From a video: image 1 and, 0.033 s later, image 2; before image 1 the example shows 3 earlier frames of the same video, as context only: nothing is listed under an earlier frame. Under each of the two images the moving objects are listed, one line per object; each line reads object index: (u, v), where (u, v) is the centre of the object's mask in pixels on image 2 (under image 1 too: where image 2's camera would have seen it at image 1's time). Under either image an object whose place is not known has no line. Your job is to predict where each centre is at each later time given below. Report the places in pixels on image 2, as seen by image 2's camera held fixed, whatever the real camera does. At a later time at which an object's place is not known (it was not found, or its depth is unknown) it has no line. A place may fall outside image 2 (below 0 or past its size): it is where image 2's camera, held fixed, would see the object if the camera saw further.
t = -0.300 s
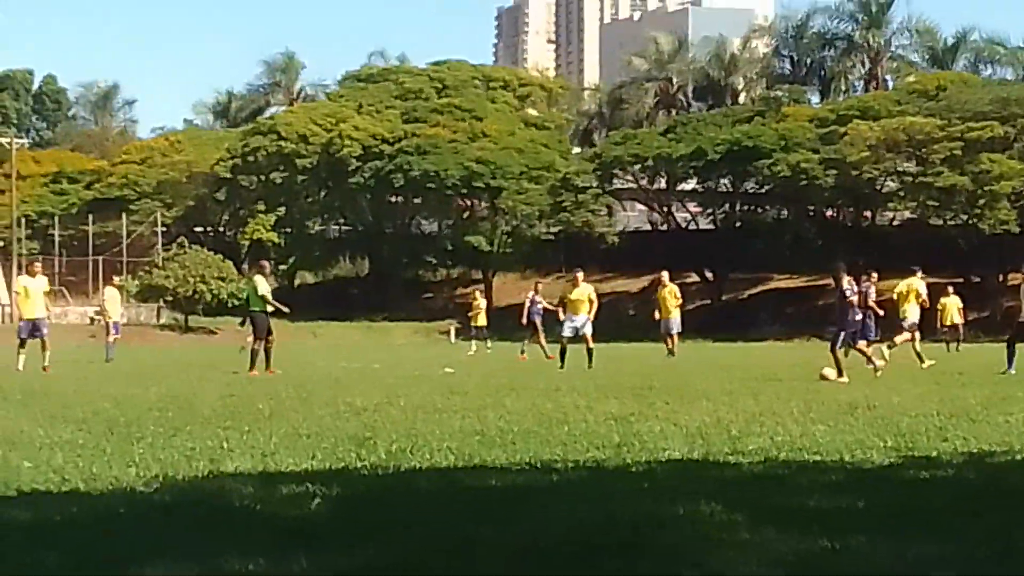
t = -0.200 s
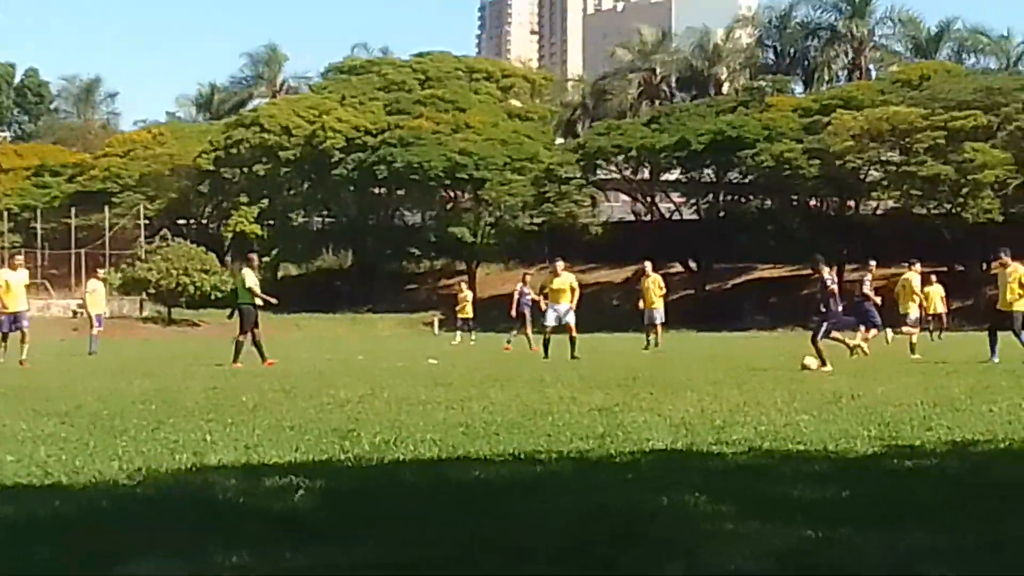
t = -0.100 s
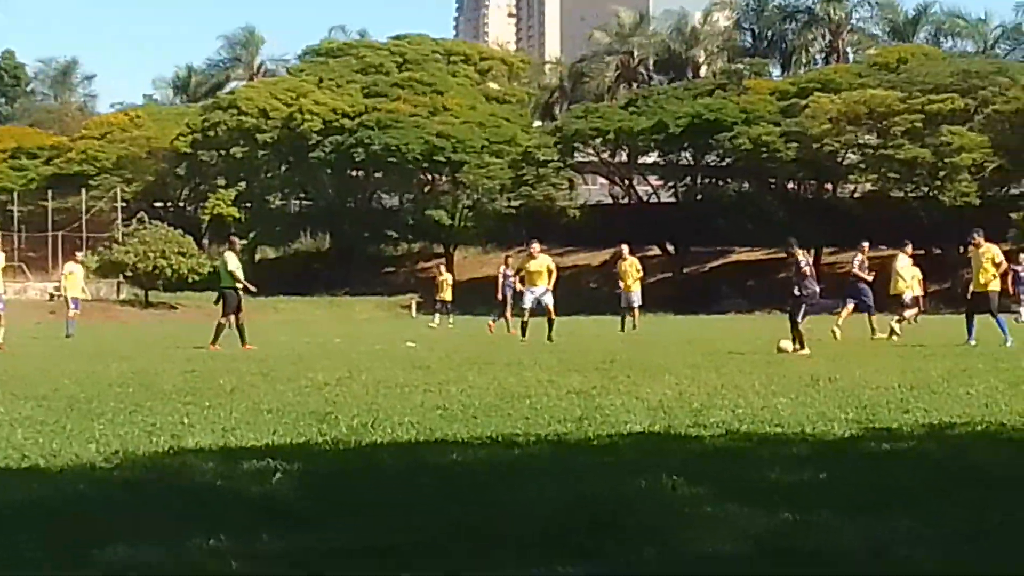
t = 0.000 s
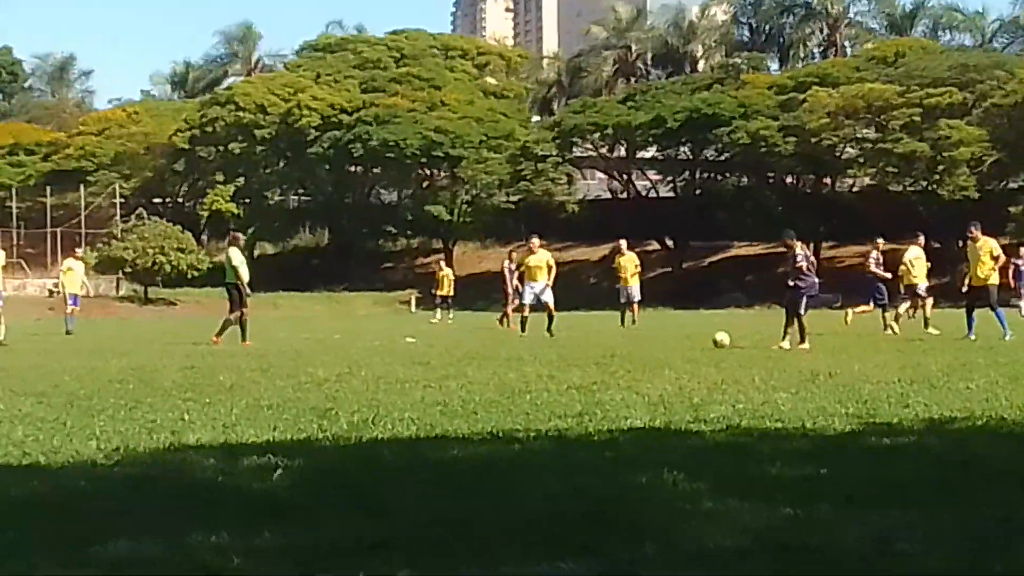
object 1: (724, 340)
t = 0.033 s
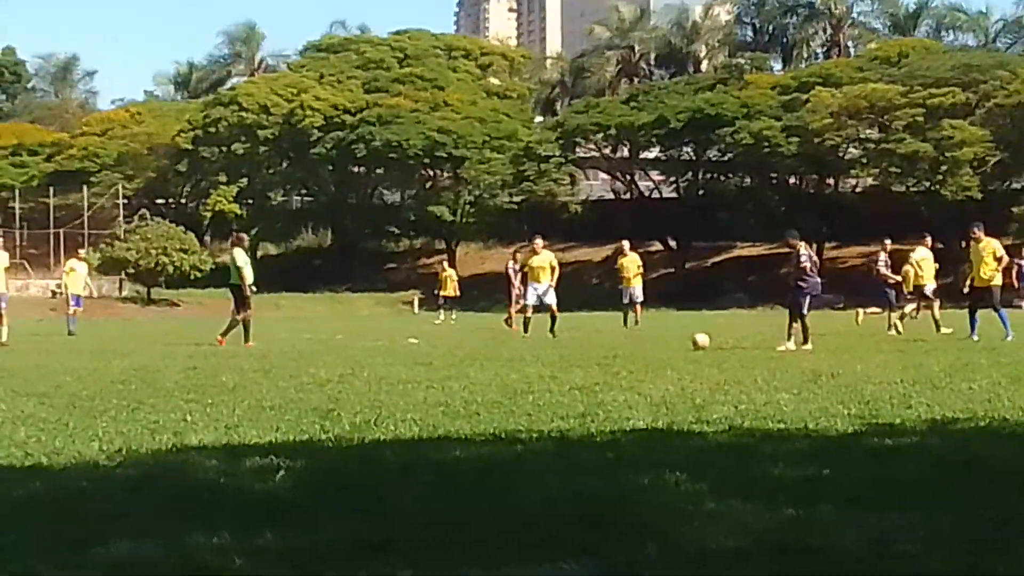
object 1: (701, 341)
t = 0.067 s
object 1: (678, 342)
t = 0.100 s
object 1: (655, 344)
